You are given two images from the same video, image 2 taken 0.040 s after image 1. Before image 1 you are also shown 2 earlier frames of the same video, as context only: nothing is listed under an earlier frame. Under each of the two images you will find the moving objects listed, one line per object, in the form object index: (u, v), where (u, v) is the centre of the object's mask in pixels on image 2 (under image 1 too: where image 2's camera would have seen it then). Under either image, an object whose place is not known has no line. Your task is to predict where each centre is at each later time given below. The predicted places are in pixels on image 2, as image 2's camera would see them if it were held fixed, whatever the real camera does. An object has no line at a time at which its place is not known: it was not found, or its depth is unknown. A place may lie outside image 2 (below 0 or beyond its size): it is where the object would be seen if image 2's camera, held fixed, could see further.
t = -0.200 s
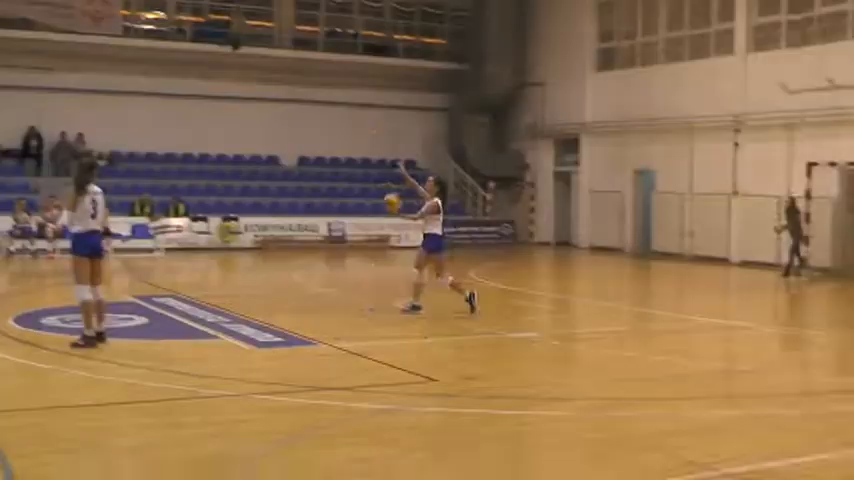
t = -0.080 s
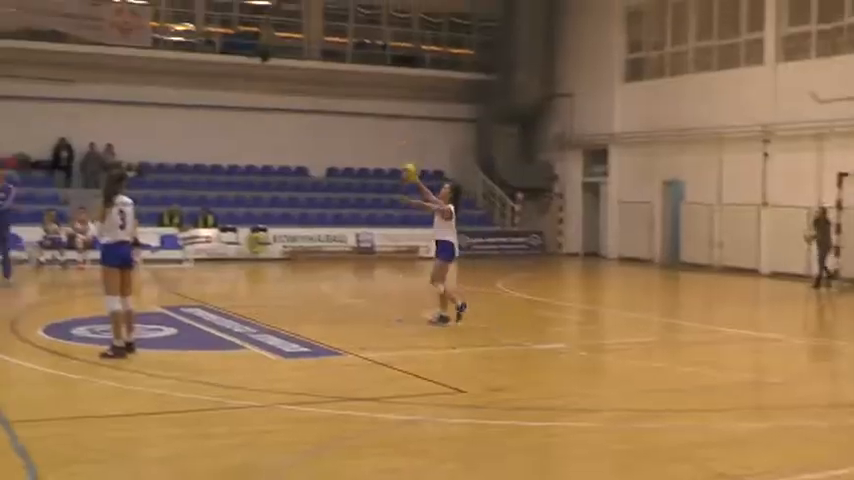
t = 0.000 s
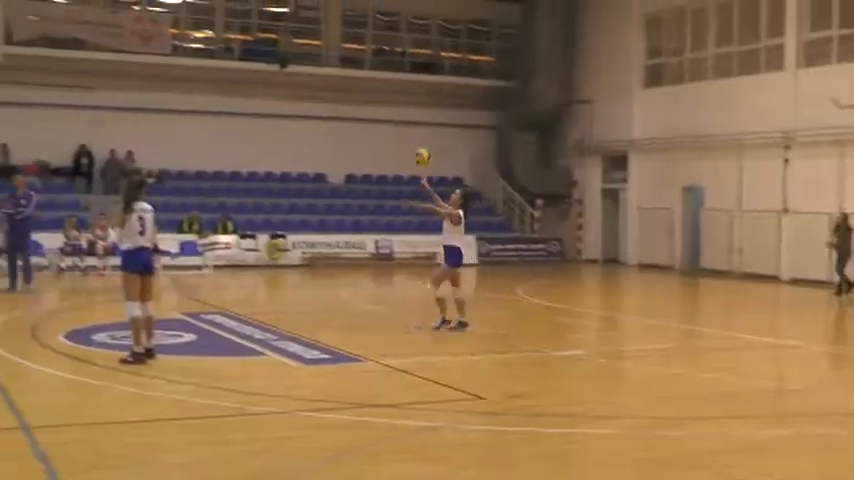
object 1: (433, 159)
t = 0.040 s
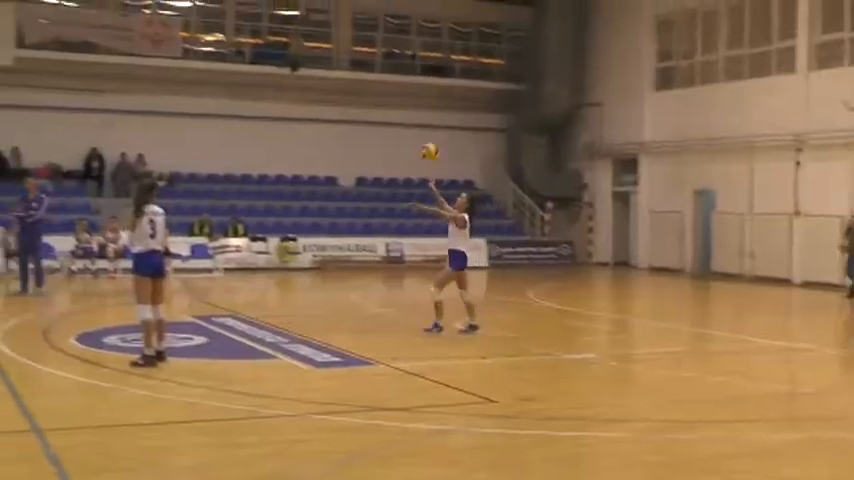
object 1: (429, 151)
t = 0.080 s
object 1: (425, 145)
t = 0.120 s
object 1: (421, 139)
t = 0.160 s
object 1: (416, 135)
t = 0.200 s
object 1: (411, 131)
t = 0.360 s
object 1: (404, 133)
